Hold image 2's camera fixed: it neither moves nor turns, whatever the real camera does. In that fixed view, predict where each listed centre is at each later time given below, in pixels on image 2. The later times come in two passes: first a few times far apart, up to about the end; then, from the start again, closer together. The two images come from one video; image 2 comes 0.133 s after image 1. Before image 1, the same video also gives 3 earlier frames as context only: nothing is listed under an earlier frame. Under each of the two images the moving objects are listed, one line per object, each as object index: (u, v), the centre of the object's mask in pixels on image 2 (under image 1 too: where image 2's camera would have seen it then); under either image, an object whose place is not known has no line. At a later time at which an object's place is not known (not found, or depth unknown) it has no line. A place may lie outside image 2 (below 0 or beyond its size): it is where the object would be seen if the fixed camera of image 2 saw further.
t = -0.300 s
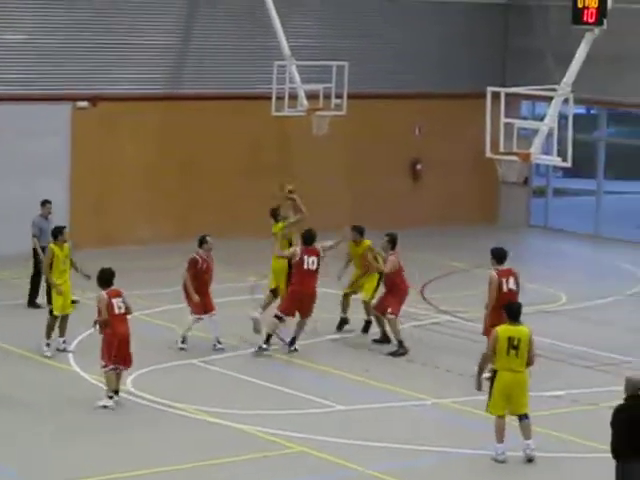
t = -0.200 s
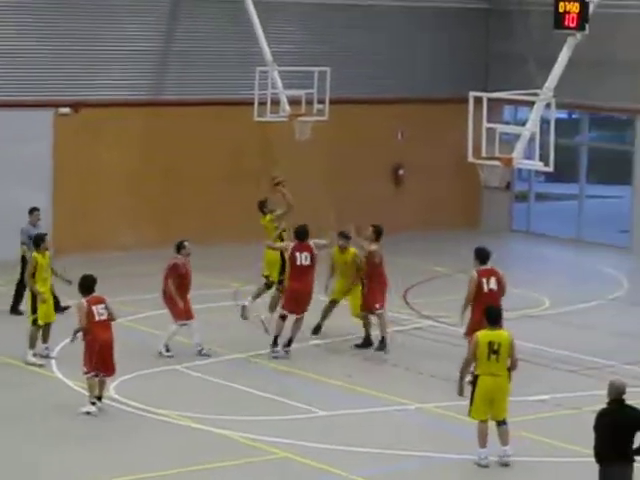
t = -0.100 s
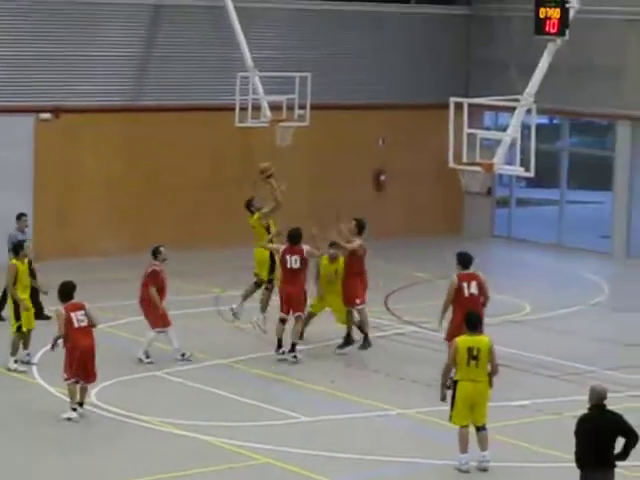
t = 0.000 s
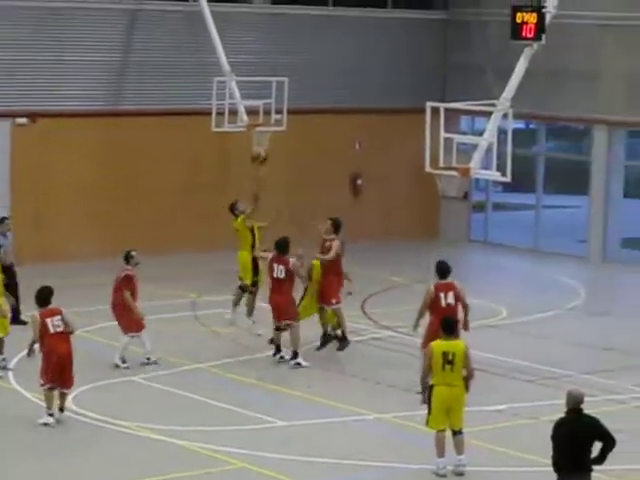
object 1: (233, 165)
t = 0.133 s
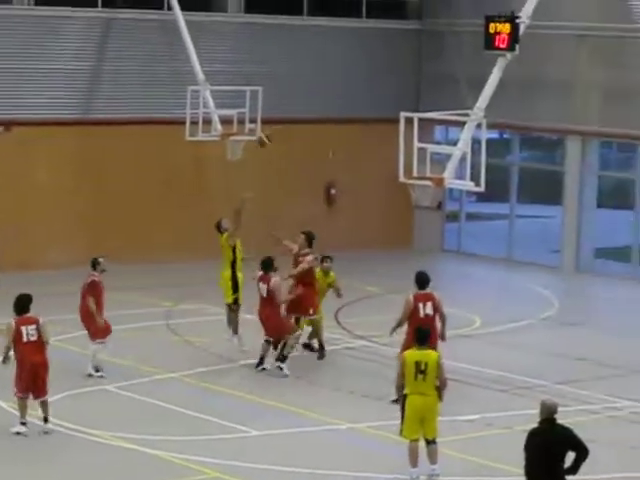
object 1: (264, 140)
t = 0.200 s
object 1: (282, 131)
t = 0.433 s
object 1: (338, 122)
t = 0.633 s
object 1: (383, 143)
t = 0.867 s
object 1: (434, 194)
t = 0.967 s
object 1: (448, 210)
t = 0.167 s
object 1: (271, 135)
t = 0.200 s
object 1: (282, 131)
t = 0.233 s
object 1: (290, 128)
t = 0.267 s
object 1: (297, 124)
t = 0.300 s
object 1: (306, 123)
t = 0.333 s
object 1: (314, 122)
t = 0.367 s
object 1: (322, 121)
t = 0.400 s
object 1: (329, 121)
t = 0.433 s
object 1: (338, 122)
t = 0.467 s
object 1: (346, 123)
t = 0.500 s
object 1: (354, 125)
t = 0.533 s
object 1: (363, 128)
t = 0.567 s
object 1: (370, 130)
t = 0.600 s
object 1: (379, 136)
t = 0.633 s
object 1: (383, 143)
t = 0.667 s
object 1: (394, 150)
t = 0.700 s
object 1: (400, 156)
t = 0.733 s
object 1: (407, 166)
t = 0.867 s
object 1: (434, 194)
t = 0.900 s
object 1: (441, 197)
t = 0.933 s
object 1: (444, 202)
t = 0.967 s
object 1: (448, 210)
